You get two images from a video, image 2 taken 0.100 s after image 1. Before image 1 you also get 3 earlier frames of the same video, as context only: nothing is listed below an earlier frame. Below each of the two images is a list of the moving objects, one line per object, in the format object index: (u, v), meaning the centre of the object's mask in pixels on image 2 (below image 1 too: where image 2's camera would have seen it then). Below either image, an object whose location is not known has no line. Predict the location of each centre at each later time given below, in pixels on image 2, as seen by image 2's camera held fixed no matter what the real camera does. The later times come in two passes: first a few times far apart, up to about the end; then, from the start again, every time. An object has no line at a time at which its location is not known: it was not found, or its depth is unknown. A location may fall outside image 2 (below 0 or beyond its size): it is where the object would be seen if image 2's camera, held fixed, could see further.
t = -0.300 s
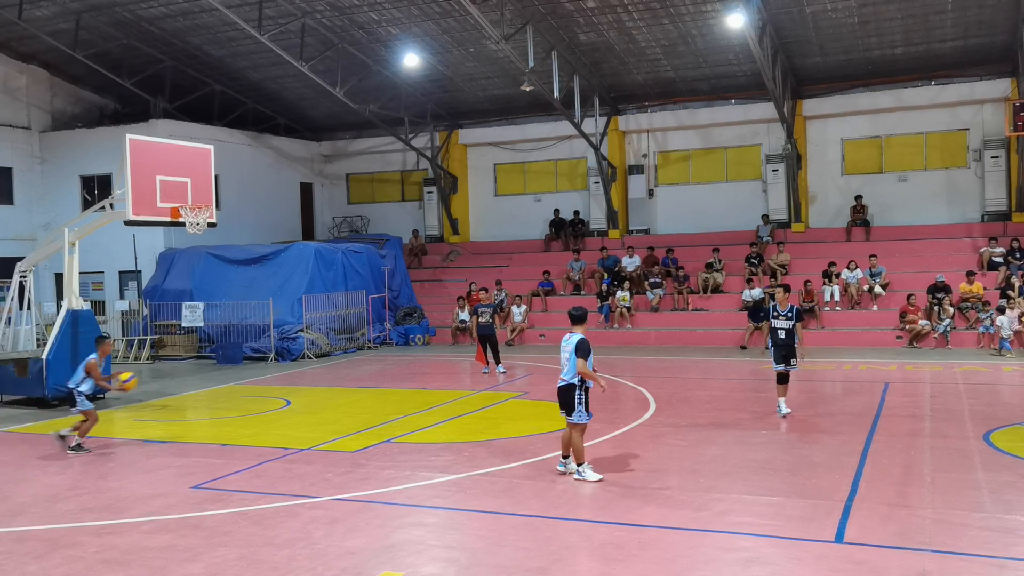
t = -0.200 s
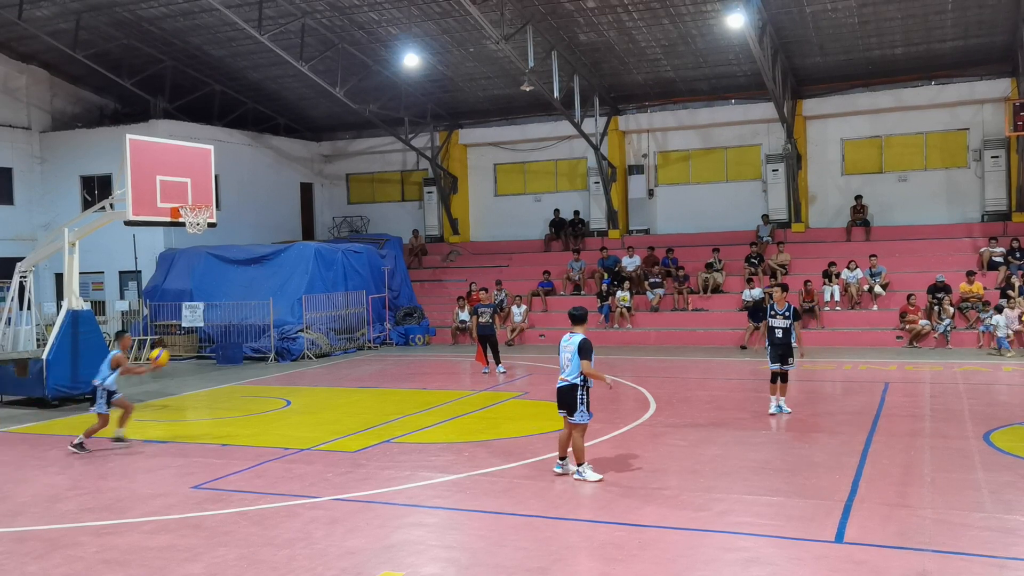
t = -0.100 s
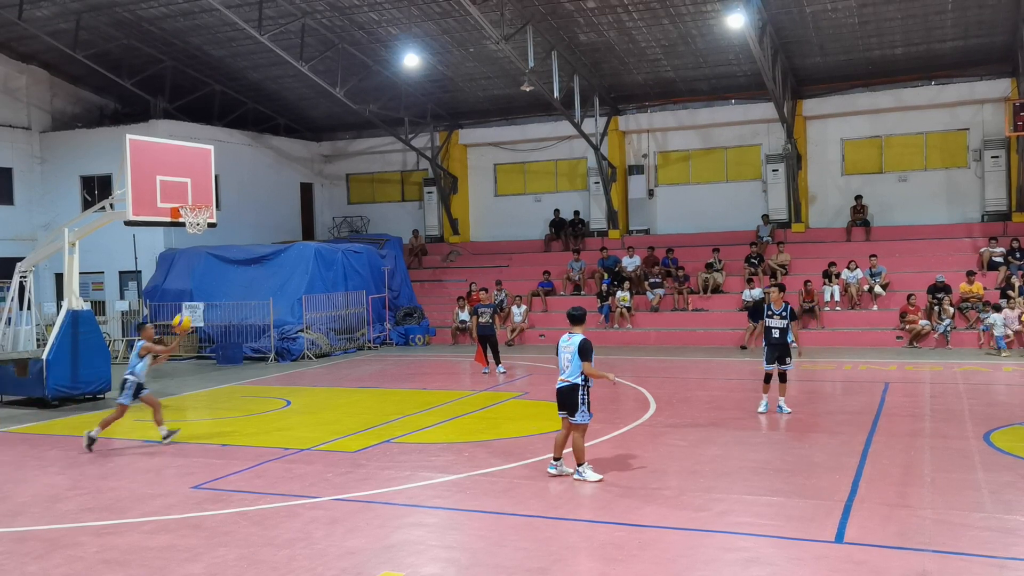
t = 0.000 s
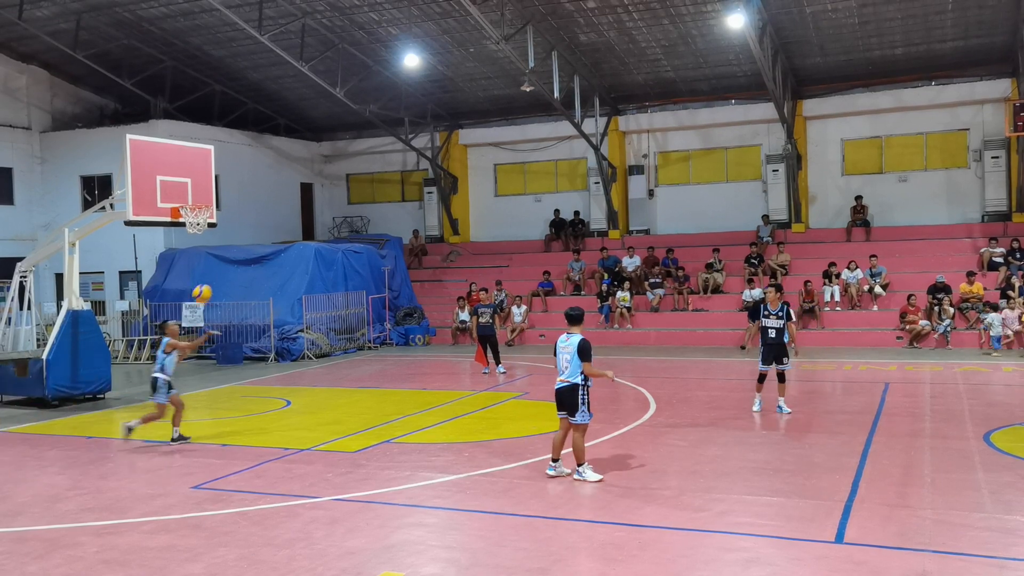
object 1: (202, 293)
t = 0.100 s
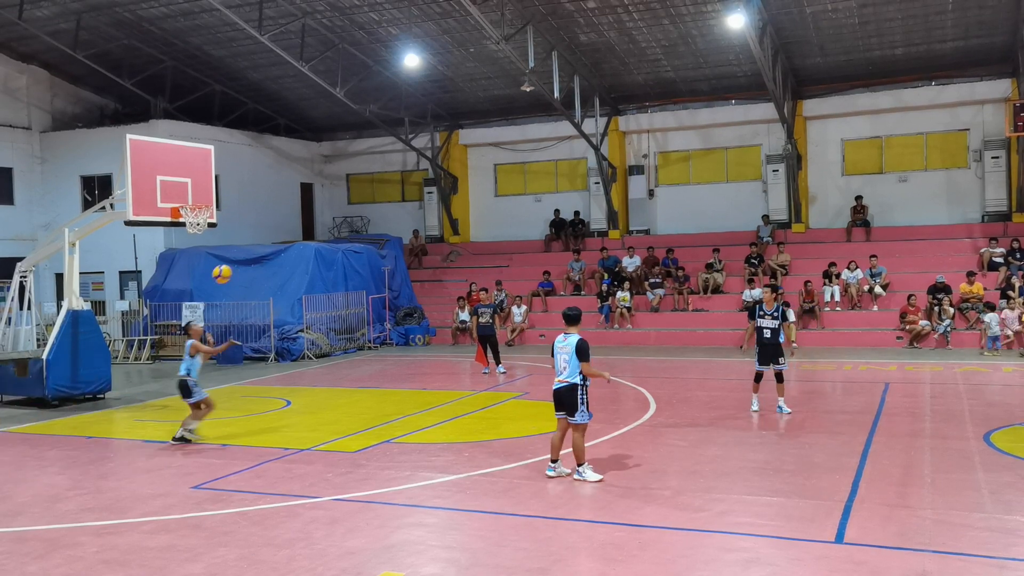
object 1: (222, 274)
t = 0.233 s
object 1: (248, 259)
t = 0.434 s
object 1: (287, 264)
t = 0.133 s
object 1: (229, 269)
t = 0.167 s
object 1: (236, 263)
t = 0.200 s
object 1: (242, 261)
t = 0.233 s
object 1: (248, 259)
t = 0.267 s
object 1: (254, 258)
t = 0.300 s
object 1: (261, 257)
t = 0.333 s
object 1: (267, 258)
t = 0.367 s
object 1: (274, 259)
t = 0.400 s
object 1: (280, 261)
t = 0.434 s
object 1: (287, 264)
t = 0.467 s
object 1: (294, 268)
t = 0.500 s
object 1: (300, 272)
